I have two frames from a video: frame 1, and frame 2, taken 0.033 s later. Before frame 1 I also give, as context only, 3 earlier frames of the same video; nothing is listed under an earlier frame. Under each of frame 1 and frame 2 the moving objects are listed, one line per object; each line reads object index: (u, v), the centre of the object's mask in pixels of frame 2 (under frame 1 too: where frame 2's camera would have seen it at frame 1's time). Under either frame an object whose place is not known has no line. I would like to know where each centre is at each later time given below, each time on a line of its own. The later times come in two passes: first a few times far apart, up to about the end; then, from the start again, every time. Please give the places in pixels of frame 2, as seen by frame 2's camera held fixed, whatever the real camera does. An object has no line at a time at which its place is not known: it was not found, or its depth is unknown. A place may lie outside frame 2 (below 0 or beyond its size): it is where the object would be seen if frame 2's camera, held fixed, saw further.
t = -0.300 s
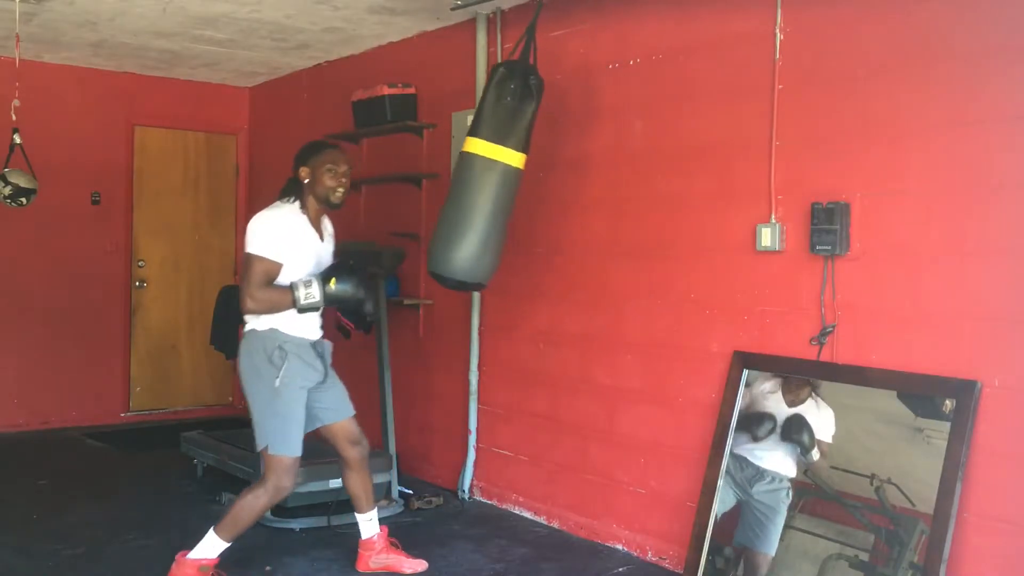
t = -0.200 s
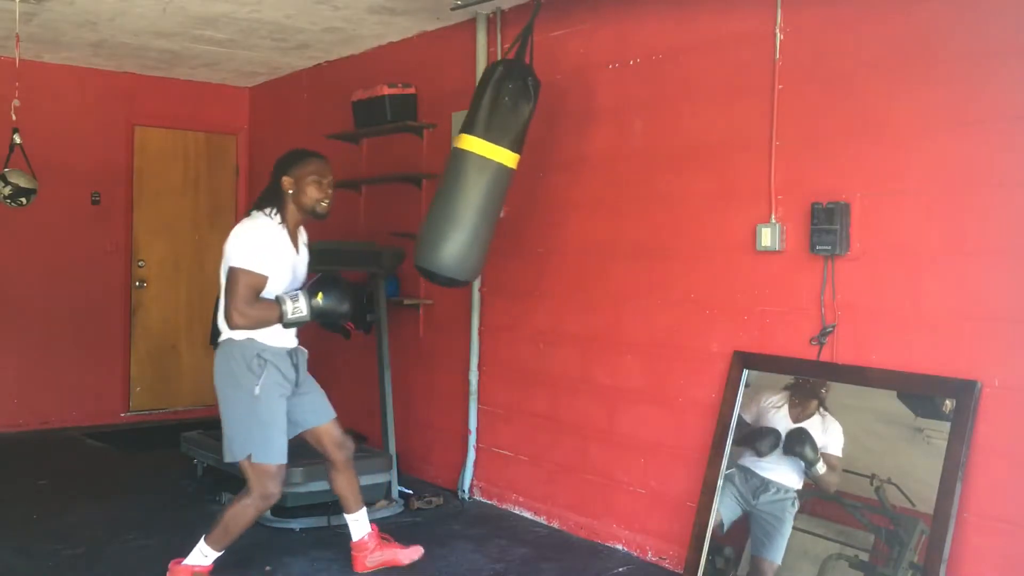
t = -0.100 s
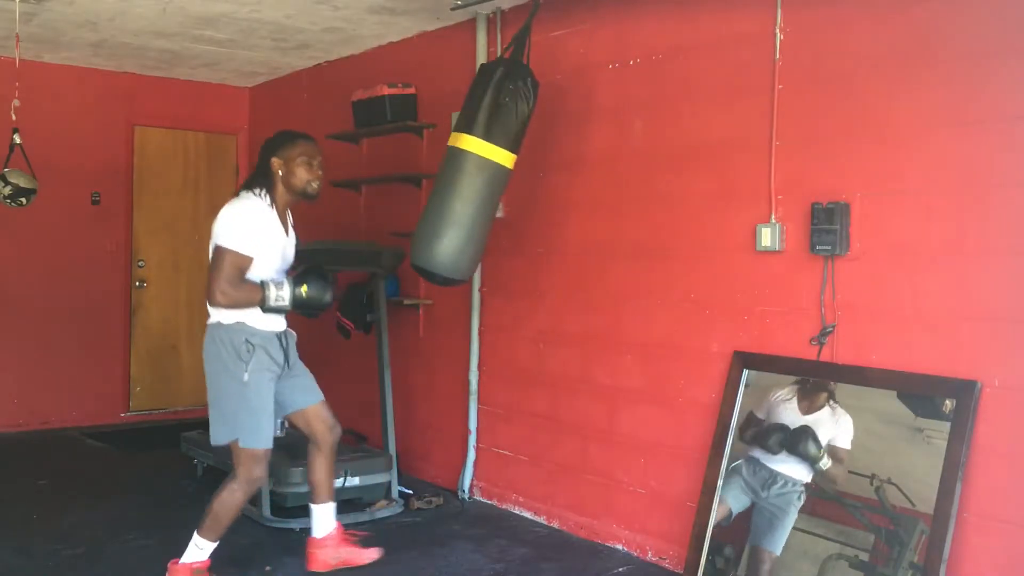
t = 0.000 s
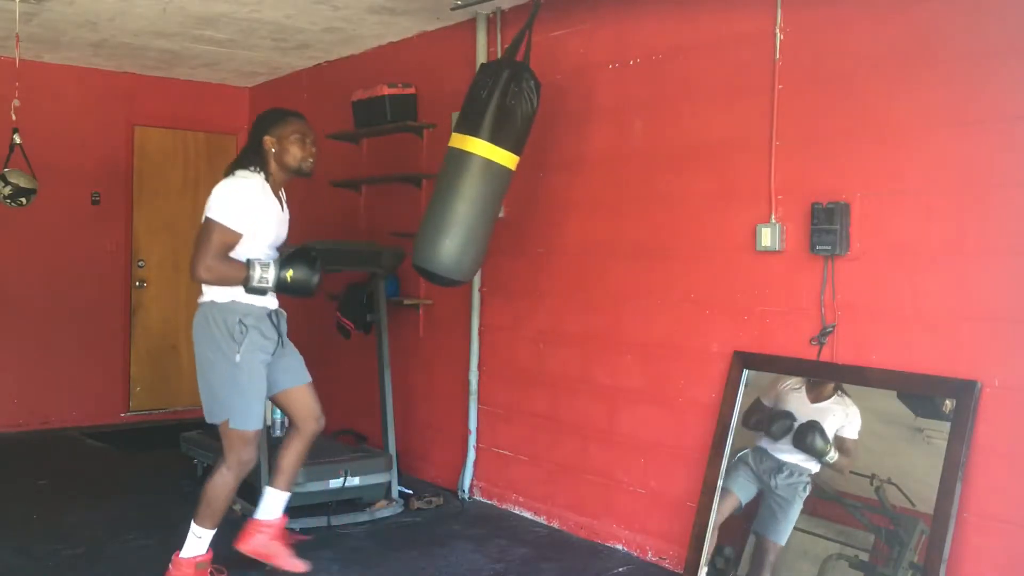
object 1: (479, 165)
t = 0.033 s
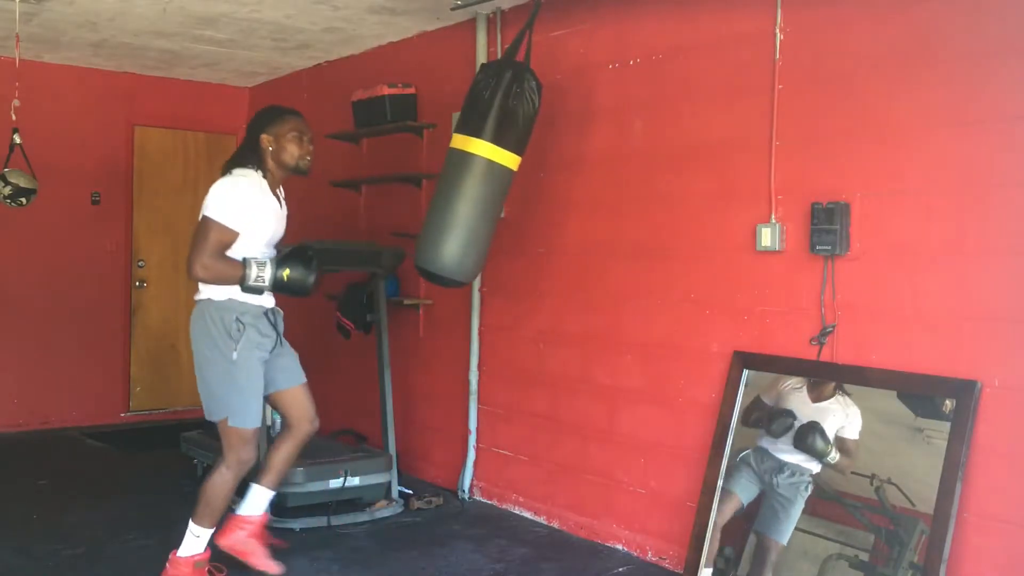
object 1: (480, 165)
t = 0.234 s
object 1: (502, 172)
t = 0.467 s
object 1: (547, 180)
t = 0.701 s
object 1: (592, 174)
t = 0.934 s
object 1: (620, 170)
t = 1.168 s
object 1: (619, 169)
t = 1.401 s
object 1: (589, 176)
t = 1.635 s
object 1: (542, 177)
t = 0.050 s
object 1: (482, 166)
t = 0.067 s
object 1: (483, 165)
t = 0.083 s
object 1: (484, 166)
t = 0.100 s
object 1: (486, 167)
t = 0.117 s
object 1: (487, 167)
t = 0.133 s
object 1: (489, 168)
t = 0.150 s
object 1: (491, 169)
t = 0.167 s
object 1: (493, 169)
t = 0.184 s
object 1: (495, 170)
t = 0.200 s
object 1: (497, 171)
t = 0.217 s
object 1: (500, 171)
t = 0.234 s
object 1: (502, 172)
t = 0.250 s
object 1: (505, 174)
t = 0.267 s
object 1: (508, 174)
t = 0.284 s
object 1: (511, 175)
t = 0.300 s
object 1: (514, 175)
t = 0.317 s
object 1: (517, 176)
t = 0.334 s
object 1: (520, 176)
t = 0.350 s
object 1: (523, 178)
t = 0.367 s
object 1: (526, 178)
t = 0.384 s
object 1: (530, 179)
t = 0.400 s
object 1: (533, 179)
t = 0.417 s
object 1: (536, 179)
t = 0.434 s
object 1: (540, 180)
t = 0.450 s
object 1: (543, 180)
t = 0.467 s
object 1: (547, 180)
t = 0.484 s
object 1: (550, 179)
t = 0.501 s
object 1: (554, 180)
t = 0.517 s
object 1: (558, 178)
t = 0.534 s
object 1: (561, 179)
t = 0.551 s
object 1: (564, 178)
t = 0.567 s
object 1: (568, 177)
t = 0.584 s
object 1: (571, 176)
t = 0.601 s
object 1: (574, 177)
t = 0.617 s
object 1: (577, 176)
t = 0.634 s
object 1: (580, 175)
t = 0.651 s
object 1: (584, 175)
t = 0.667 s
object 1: (587, 175)
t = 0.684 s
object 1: (590, 175)
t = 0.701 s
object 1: (592, 174)
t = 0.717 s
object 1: (595, 174)
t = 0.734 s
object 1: (598, 174)
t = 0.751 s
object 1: (600, 173)
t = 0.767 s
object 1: (602, 173)
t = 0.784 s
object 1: (605, 172)
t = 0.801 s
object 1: (607, 172)
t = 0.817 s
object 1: (609, 172)
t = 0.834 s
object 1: (611, 171)
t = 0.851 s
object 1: (613, 171)
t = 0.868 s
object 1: (615, 171)
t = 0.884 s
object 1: (616, 170)
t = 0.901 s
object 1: (618, 170)
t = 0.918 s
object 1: (619, 170)
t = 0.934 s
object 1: (620, 170)
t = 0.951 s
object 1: (621, 170)
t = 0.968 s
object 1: (622, 170)
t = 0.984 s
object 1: (623, 169)
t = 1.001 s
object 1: (623, 169)
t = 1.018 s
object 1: (623, 168)
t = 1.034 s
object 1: (623, 168)
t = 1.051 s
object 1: (623, 168)
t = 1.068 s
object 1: (623, 167)
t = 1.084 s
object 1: (623, 168)
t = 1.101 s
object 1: (622, 168)
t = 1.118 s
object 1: (621, 168)
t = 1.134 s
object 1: (621, 168)
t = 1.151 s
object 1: (620, 168)
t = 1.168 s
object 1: (619, 169)
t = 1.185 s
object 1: (618, 169)
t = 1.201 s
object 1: (616, 170)
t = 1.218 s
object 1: (615, 170)
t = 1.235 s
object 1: (613, 171)
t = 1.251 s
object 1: (611, 171)
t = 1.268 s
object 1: (609, 172)
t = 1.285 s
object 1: (607, 172)
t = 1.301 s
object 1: (605, 173)
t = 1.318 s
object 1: (602, 173)
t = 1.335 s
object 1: (600, 174)
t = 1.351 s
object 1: (597, 175)
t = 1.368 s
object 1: (595, 175)
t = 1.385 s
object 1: (592, 176)
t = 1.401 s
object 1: (589, 176)
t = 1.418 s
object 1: (586, 177)
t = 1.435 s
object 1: (583, 177)
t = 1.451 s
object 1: (580, 178)
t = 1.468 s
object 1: (576, 179)
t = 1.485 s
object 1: (573, 179)
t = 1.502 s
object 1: (570, 180)
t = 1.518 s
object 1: (566, 180)
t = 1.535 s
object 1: (563, 180)
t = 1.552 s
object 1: (560, 179)
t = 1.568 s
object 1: (556, 179)
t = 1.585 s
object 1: (553, 178)
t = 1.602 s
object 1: (549, 178)
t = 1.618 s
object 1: (546, 177)
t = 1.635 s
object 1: (542, 177)
